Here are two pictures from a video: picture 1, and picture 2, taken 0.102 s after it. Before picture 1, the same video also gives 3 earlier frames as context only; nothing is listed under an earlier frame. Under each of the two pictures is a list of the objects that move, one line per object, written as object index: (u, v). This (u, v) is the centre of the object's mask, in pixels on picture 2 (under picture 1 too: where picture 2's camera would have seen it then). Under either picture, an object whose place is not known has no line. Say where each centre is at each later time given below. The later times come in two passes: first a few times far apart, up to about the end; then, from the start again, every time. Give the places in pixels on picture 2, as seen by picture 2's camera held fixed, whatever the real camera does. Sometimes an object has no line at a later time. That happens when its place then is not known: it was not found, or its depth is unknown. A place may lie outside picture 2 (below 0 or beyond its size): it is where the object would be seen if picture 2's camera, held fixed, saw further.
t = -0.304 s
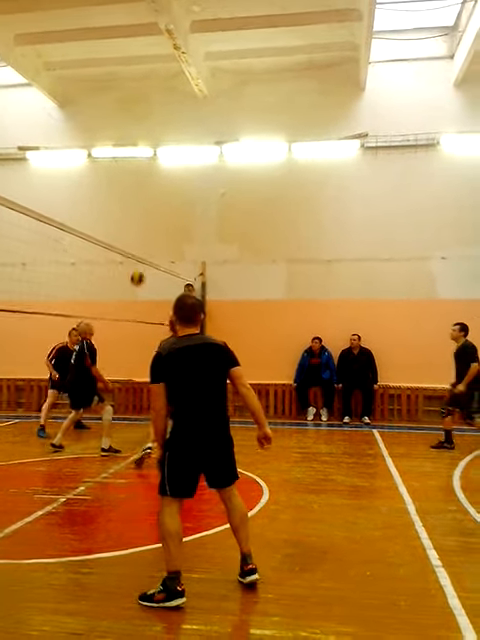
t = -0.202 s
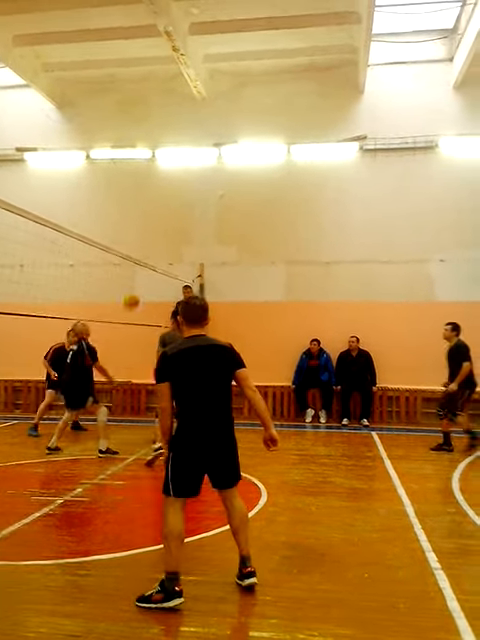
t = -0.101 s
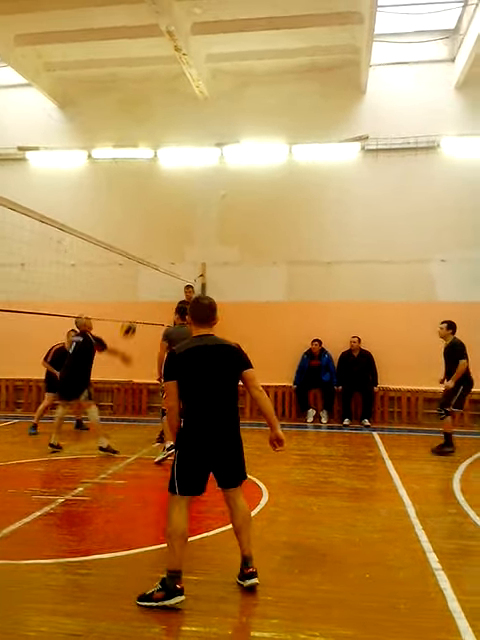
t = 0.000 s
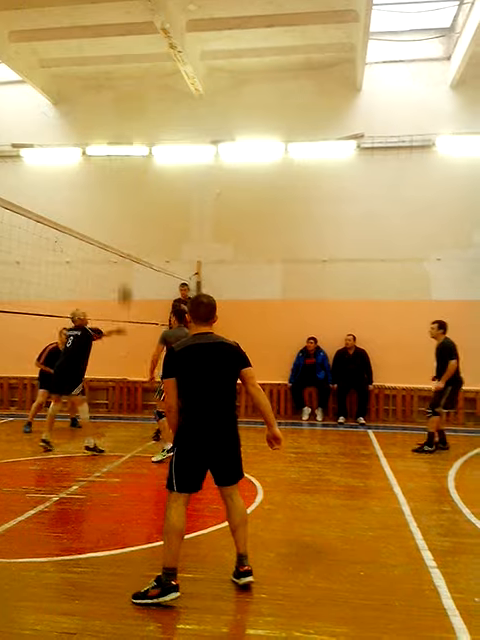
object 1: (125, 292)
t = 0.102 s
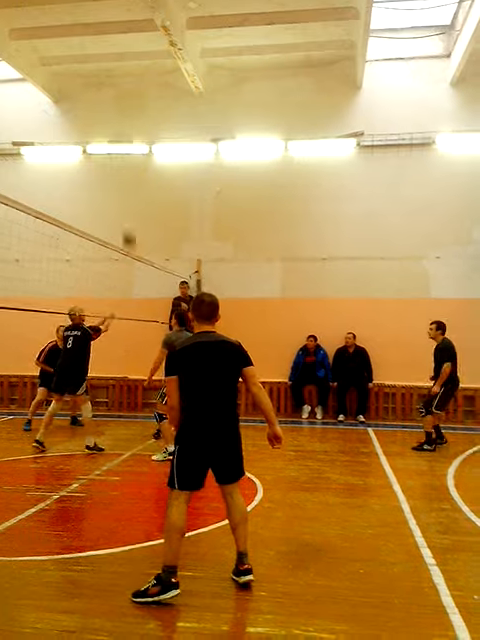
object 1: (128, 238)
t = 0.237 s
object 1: (132, 185)
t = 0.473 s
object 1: (141, 128)
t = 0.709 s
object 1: (146, 110)
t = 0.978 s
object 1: (154, 131)
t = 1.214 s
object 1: (158, 180)
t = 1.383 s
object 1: (160, 229)
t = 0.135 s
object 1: (130, 224)
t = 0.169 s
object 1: (131, 210)
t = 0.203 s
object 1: (132, 197)
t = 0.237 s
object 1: (132, 185)
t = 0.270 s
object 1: (134, 174)
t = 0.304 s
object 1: (136, 164)
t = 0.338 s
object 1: (137, 157)
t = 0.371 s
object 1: (138, 147)
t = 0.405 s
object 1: (139, 137)
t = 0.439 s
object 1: (140, 133)
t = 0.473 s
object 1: (141, 128)
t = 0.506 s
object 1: (141, 123)
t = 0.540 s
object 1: (142, 119)
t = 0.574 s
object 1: (143, 115)
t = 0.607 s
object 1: (144, 113)
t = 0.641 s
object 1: (145, 112)
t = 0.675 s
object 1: (146, 110)
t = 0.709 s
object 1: (146, 110)
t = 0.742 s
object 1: (148, 110)
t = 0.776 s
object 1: (149, 112)
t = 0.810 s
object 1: (150, 113)
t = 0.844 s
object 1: (150, 115)
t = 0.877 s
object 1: (151, 118)
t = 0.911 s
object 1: (151, 121)
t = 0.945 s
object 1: (153, 126)
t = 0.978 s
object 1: (154, 131)
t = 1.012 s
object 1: (154, 136)
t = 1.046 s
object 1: (154, 141)
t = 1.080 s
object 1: (155, 148)
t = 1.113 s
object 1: (156, 156)
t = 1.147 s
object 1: (156, 164)
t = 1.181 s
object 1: (157, 171)
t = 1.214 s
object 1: (158, 180)
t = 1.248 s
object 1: (159, 188)
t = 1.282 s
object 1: (159, 199)
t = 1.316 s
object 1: (159, 208)
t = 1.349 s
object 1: (160, 218)
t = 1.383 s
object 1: (160, 229)
